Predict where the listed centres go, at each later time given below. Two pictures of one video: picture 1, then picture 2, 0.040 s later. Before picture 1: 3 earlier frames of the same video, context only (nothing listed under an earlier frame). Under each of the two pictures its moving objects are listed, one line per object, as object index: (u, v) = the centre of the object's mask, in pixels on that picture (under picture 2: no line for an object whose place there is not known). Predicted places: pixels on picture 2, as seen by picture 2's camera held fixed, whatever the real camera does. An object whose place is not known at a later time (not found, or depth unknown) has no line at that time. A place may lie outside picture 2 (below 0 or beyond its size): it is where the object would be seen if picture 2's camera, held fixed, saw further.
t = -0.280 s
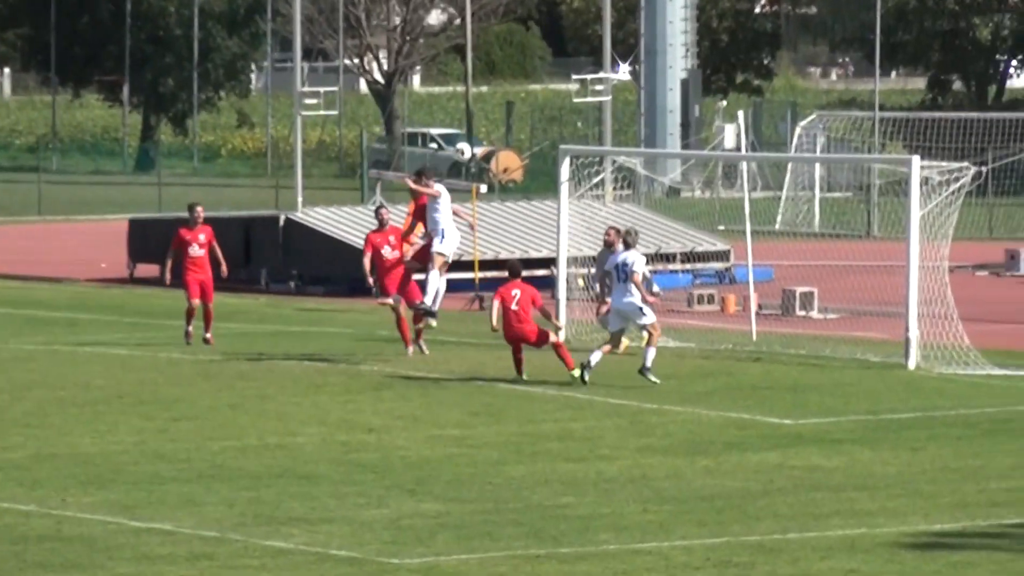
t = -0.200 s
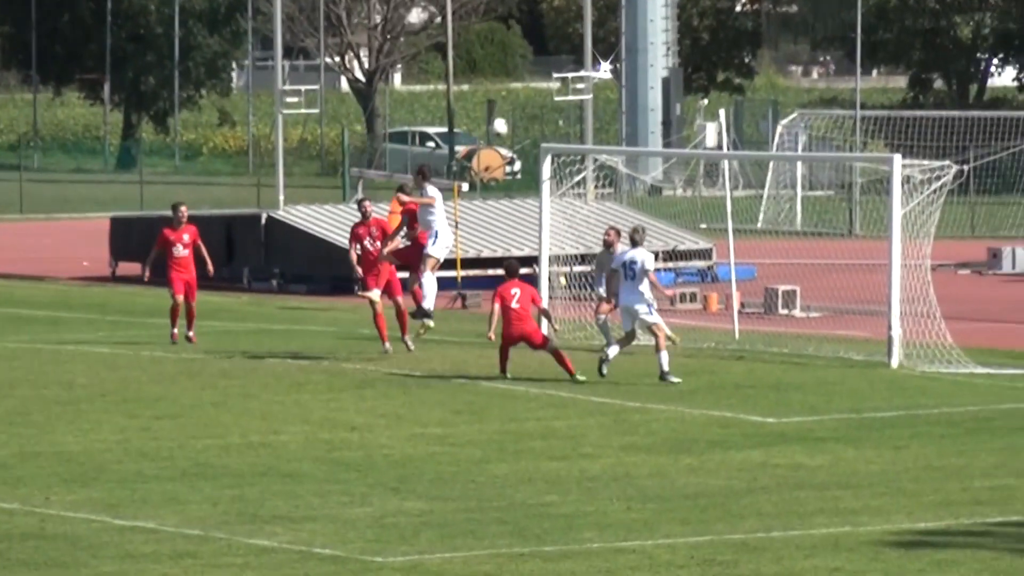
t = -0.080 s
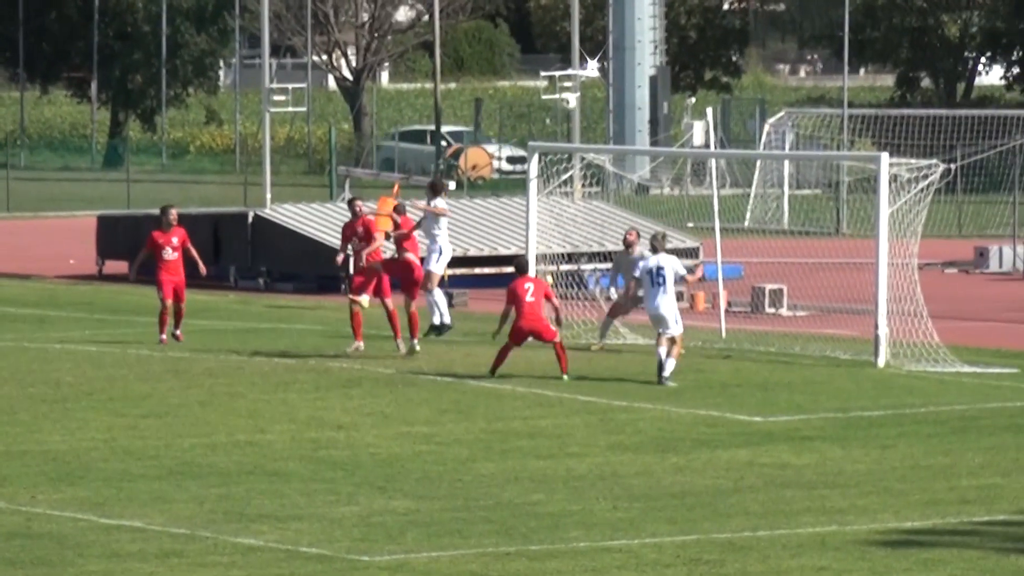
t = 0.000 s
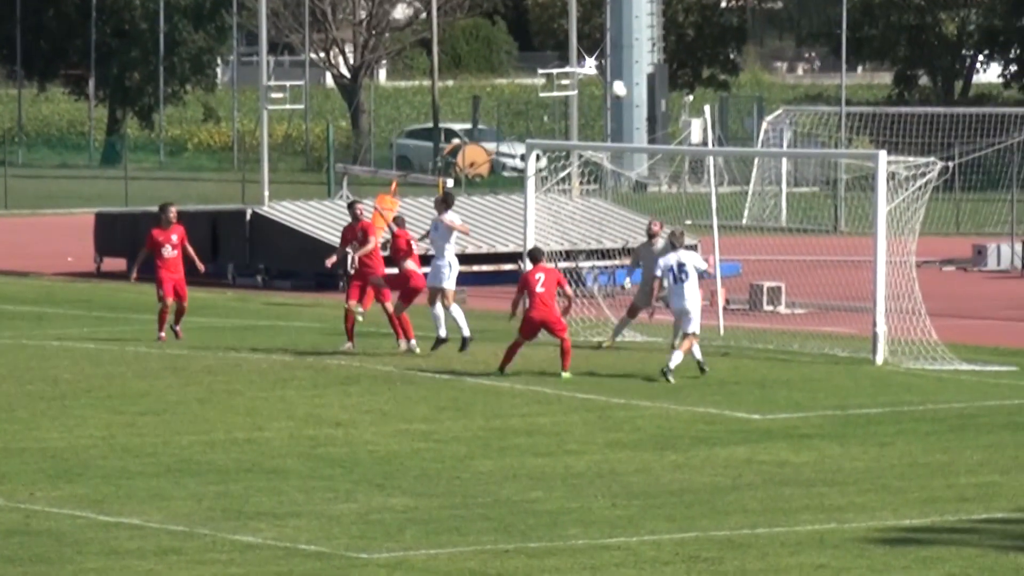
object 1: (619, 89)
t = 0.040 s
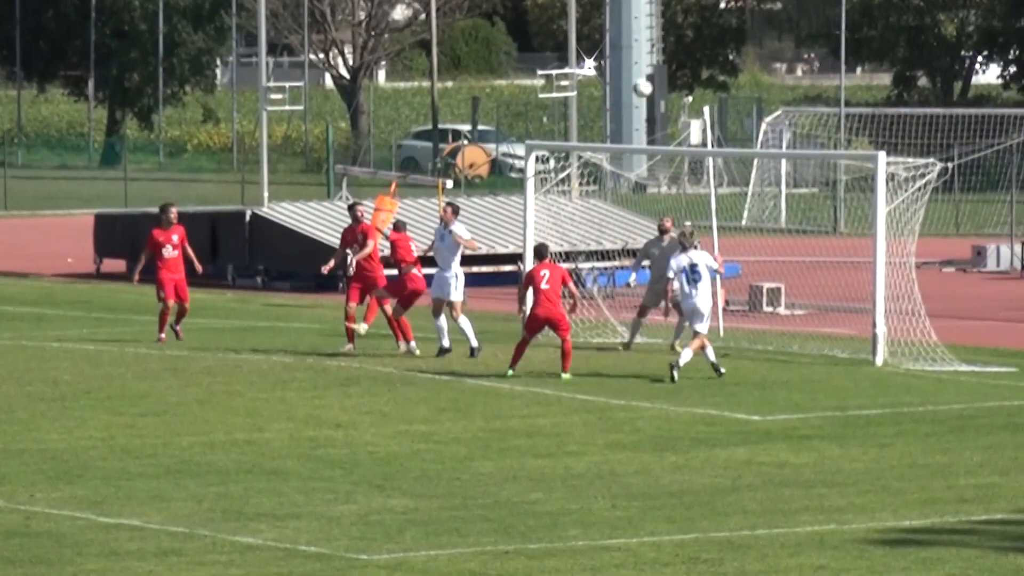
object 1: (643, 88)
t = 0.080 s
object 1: (670, 85)
